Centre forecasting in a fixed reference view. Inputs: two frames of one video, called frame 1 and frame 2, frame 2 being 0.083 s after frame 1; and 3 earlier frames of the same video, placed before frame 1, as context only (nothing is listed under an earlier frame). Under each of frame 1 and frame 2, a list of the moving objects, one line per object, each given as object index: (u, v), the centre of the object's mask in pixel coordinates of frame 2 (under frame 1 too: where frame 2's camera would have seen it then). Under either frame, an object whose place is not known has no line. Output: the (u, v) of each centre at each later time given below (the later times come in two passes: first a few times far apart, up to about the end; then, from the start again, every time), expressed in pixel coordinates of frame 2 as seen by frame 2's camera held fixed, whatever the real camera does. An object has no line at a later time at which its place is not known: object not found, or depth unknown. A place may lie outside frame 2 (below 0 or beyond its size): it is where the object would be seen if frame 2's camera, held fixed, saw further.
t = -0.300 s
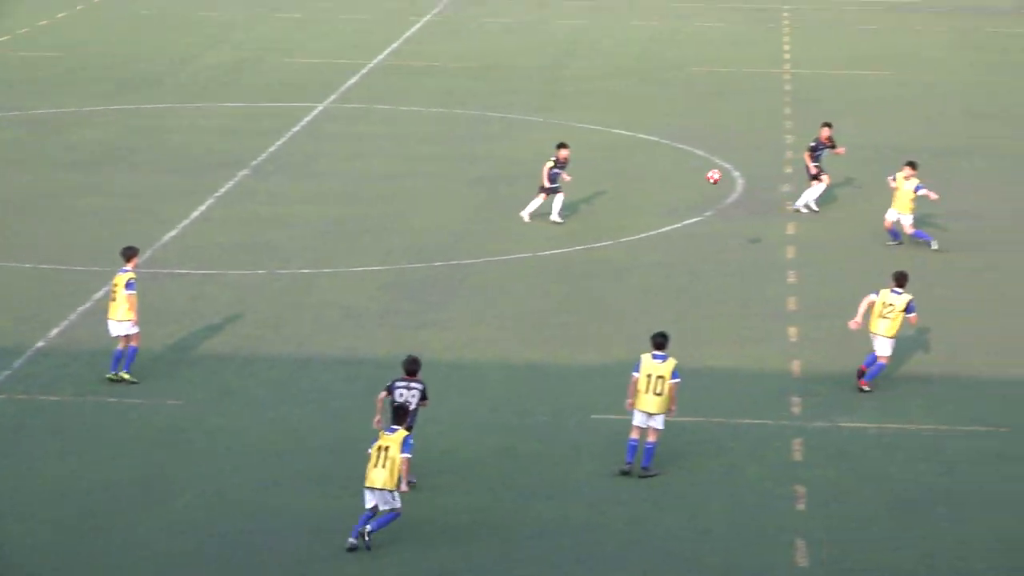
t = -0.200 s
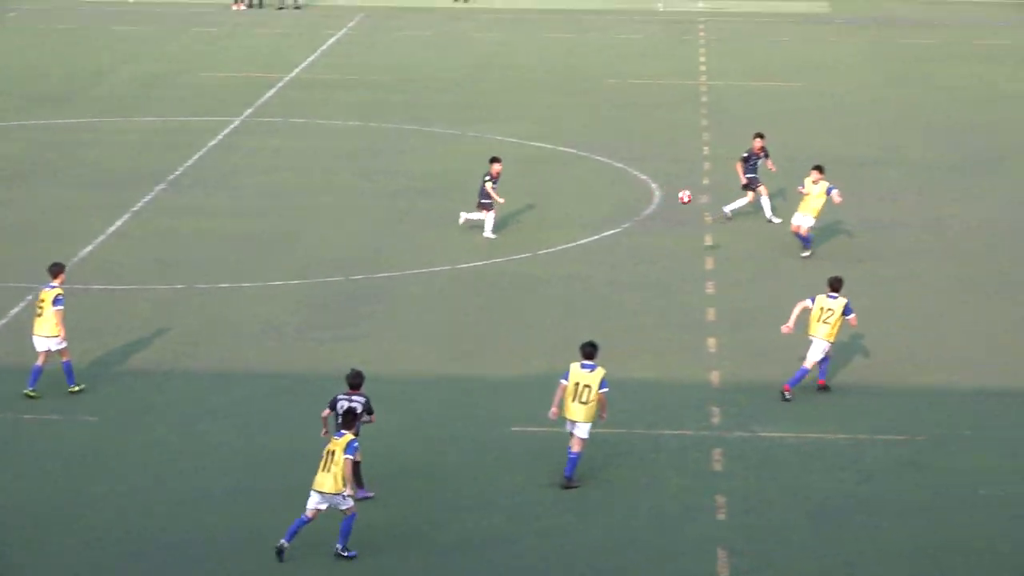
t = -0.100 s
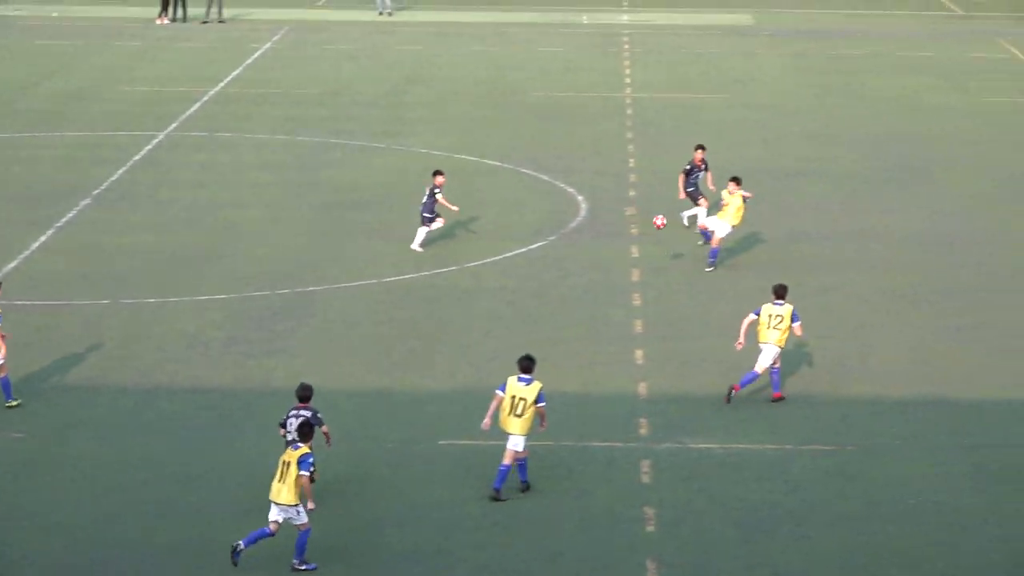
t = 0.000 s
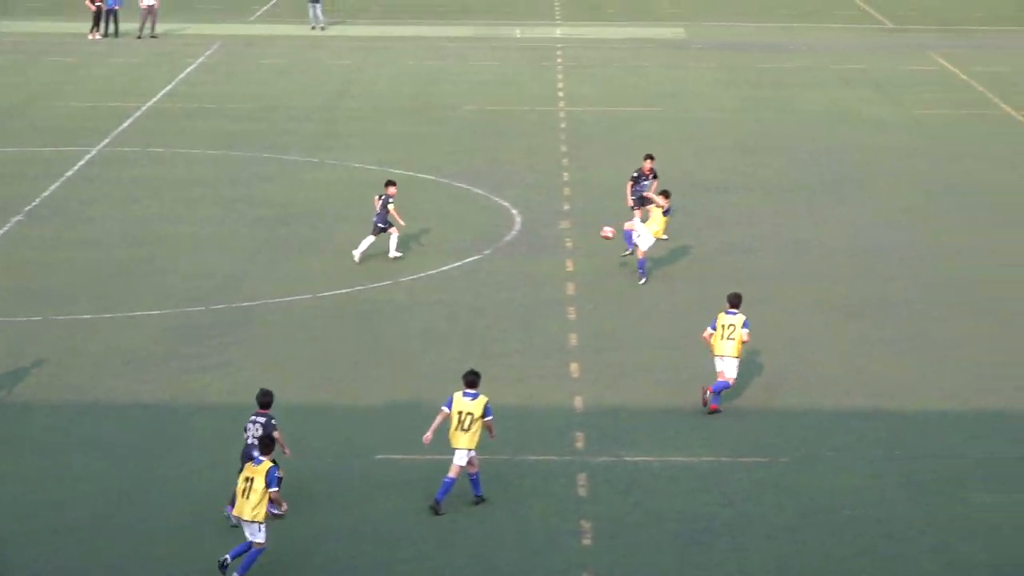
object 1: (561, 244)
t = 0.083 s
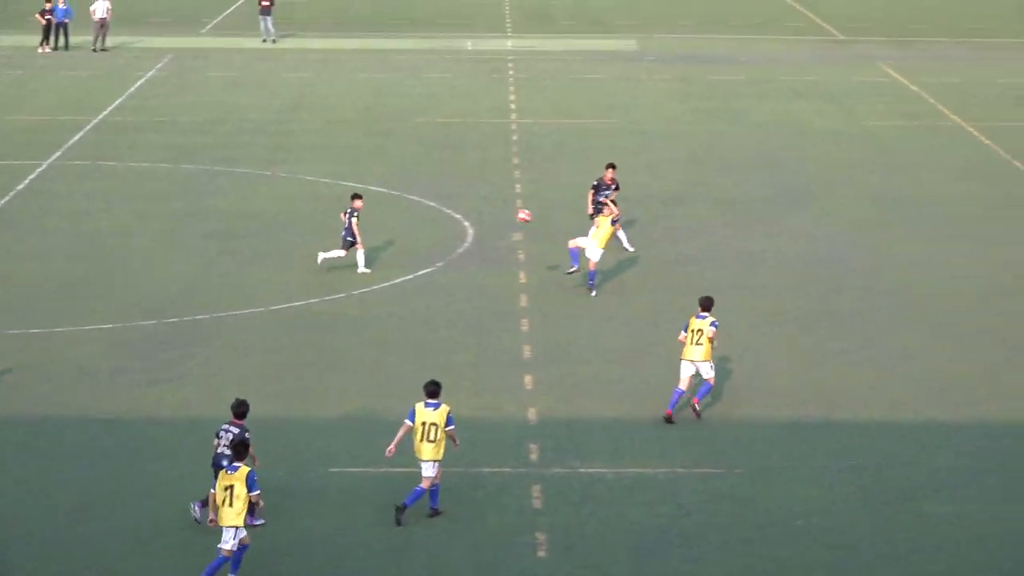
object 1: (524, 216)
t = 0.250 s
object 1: (446, 168)
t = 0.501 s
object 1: (329, 126)
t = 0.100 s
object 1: (516, 210)
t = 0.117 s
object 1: (508, 205)
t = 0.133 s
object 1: (501, 200)
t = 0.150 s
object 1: (493, 195)
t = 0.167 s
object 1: (486, 190)
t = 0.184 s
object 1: (477, 185)
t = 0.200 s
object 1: (470, 181)
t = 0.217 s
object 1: (462, 177)
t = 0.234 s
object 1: (454, 172)
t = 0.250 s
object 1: (446, 168)
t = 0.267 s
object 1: (438, 164)
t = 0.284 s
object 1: (431, 161)
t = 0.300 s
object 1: (423, 158)
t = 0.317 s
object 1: (416, 154)
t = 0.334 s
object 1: (407, 151)
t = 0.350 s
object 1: (399, 147)
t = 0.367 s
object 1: (392, 144)
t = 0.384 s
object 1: (384, 141)
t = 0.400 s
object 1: (376, 138)
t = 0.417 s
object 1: (368, 136)
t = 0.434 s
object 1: (361, 134)
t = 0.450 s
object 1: (353, 132)
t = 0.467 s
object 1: (345, 130)
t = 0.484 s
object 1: (336, 128)
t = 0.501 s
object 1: (329, 126)
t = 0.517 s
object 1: (321, 125)
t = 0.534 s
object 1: (313, 124)
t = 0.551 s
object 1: (305, 123)
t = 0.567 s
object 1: (297, 122)
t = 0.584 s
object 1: (289, 121)
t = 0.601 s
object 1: (281, 120)
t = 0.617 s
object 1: (273, 120)
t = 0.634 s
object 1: (265, 119)
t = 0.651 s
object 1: (256, 120)
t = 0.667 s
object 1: (249, 120)
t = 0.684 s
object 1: (240, 121)
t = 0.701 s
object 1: (232, 121)
